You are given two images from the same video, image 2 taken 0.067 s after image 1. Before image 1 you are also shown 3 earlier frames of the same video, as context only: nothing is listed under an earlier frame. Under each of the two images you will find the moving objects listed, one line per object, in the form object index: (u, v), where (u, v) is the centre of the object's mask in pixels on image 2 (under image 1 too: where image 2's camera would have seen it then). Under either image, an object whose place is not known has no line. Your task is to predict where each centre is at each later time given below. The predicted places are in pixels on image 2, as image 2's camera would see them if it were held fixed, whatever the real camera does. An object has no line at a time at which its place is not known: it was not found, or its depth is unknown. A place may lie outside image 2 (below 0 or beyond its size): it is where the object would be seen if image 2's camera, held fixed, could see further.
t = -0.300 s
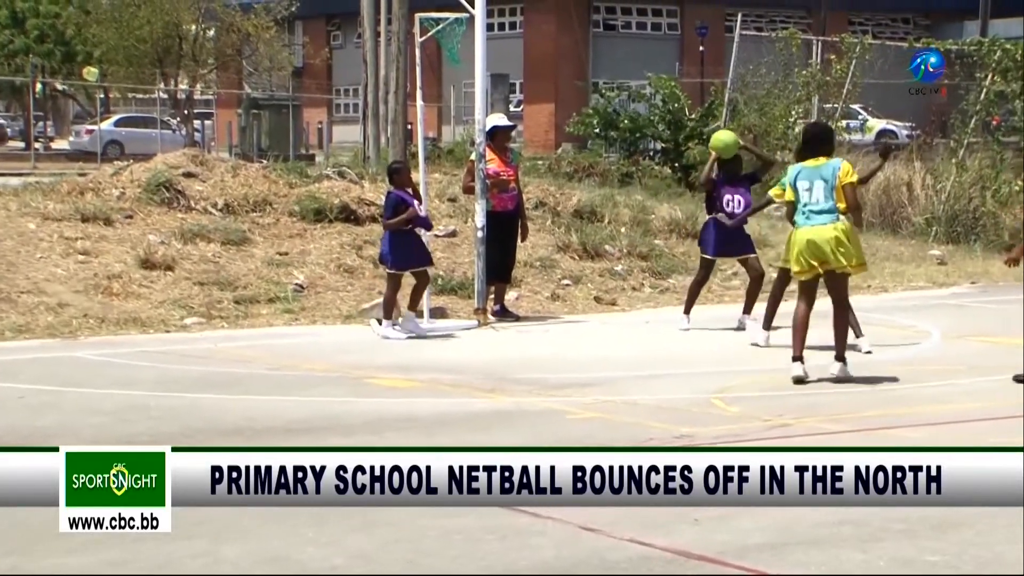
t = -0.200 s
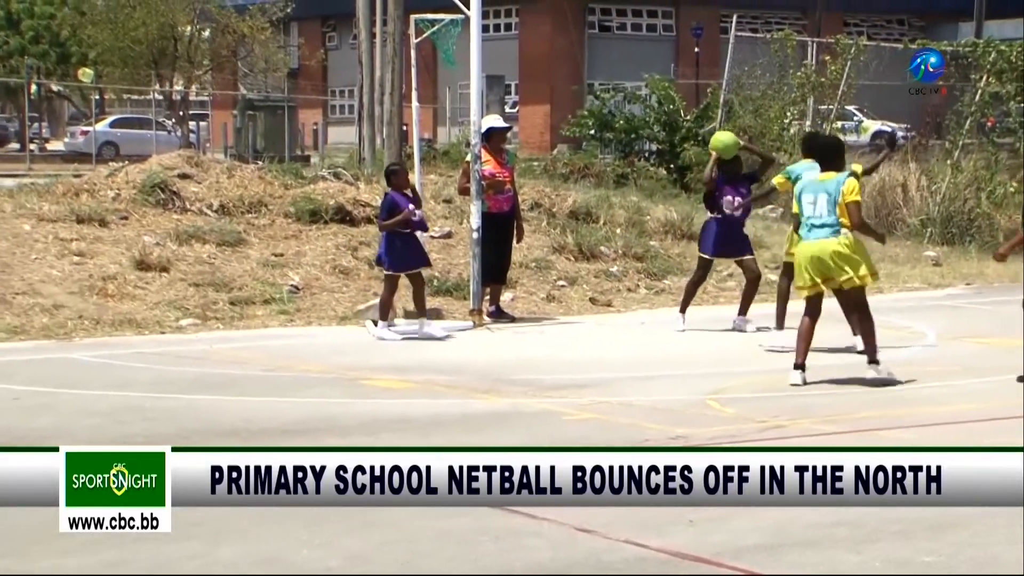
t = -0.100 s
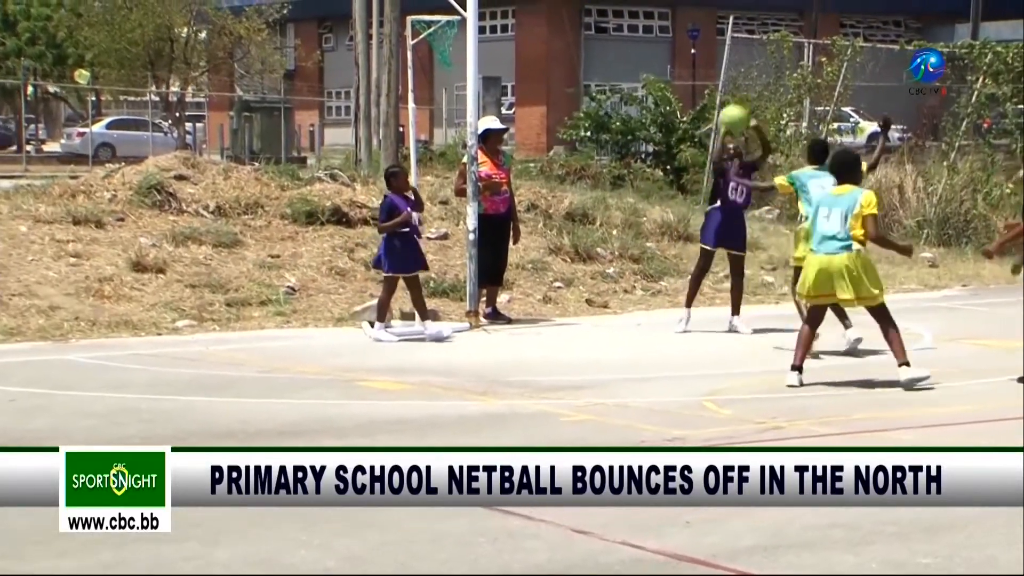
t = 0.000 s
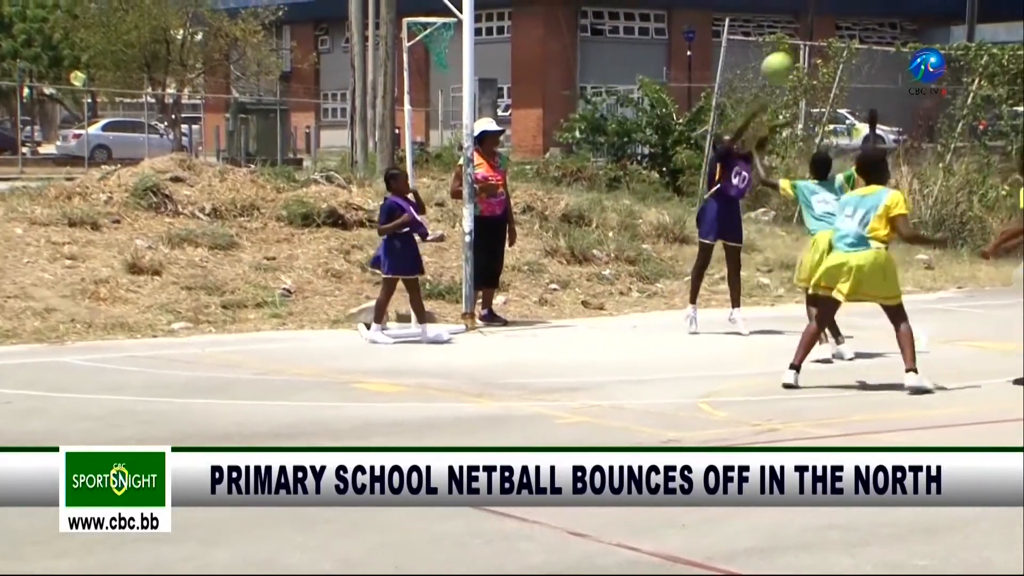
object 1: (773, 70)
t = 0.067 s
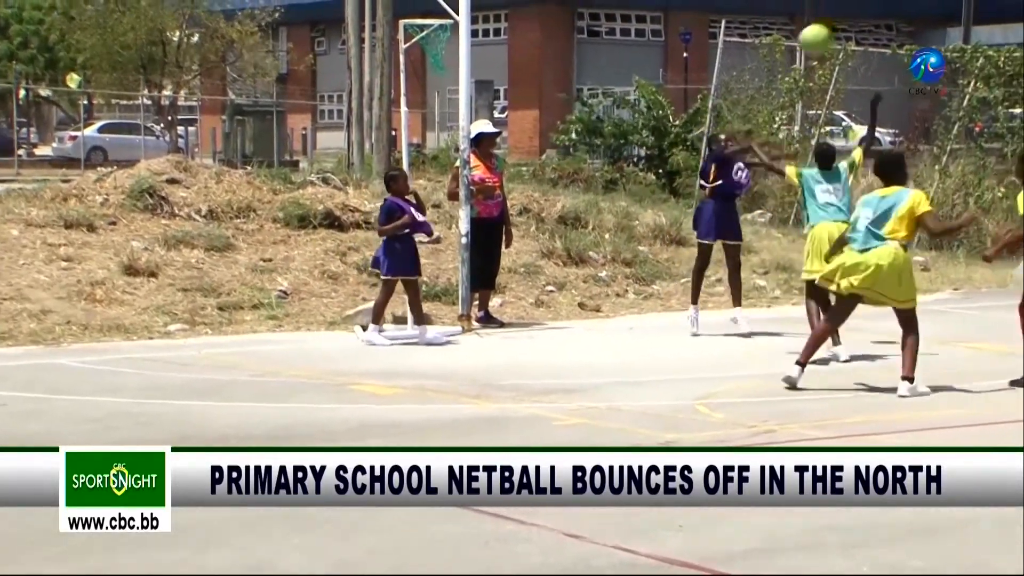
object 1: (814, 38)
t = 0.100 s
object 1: (836, 27)
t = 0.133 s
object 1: (858, 15)
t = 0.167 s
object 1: (880, 5)
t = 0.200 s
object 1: (903, -3)
